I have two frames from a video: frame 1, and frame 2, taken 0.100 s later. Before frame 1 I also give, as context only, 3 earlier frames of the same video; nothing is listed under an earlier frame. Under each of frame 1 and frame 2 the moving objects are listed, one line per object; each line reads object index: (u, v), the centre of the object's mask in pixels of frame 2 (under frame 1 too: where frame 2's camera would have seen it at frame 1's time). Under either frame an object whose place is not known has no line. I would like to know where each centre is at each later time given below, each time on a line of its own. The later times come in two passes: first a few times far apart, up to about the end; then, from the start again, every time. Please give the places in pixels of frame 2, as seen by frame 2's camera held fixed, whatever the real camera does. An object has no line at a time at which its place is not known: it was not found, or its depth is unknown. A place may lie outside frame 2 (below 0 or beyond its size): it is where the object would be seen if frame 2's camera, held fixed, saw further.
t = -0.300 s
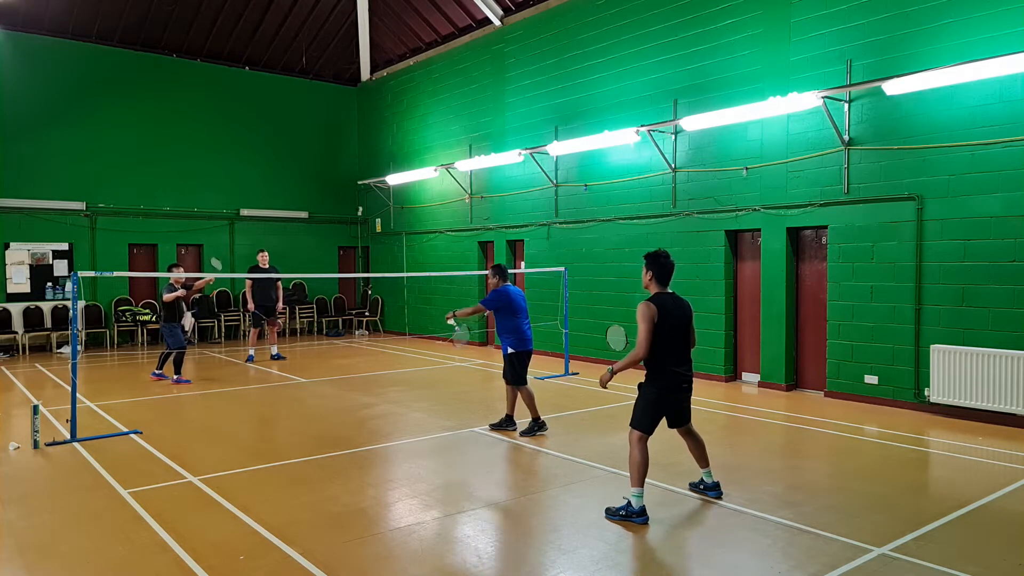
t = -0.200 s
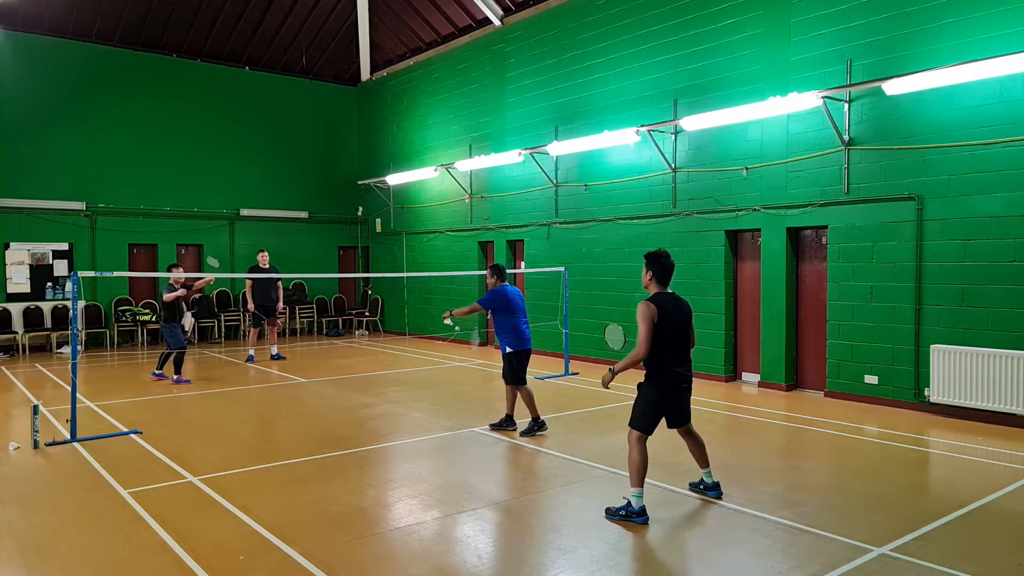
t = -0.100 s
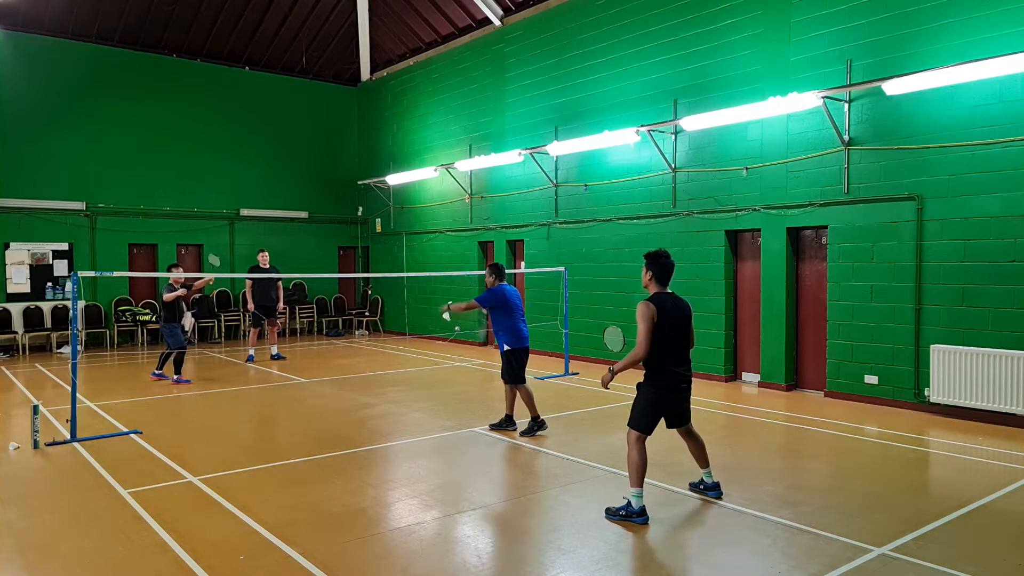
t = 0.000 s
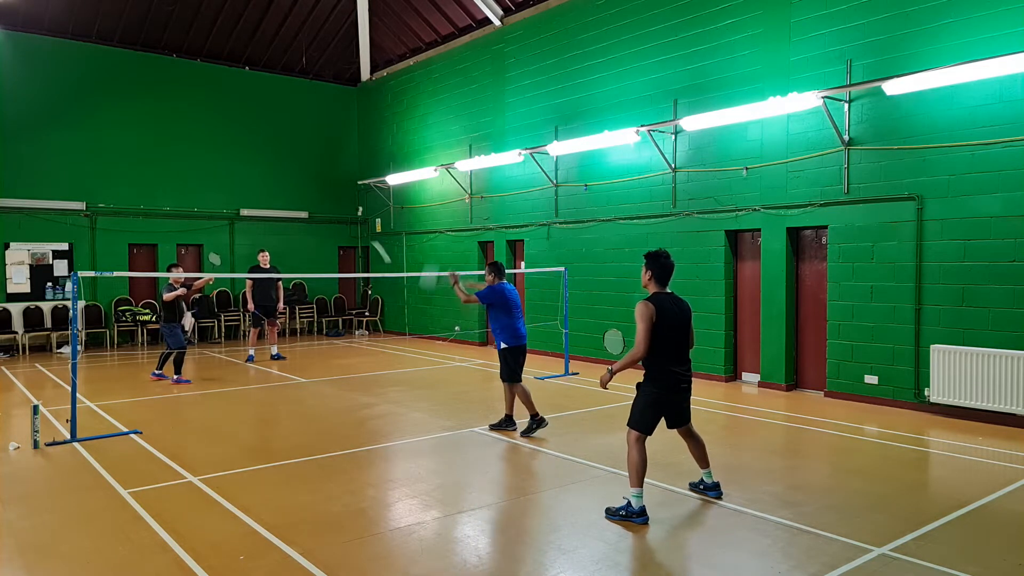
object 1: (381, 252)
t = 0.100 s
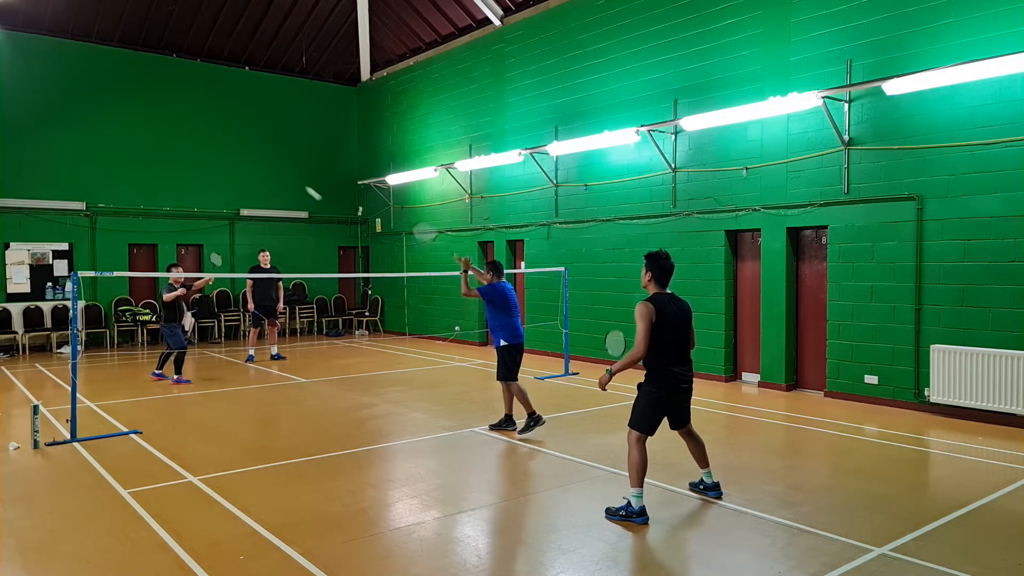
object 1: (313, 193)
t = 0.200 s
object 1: (268, 160)
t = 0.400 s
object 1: (208, 136)
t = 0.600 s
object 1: (170, 145)
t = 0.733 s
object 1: (151, 164)
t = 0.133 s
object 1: (296, 180)
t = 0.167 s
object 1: (281, 169)
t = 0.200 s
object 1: (268, 160)
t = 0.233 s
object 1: (255, 153)
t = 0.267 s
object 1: (245, 147)
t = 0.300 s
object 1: (234, 143)
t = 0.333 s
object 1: (225, 140)
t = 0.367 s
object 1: (216, 138)
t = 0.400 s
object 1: (208, 136)
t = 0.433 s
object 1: (201, 136)
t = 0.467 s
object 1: (194, 136)
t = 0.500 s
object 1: (187, 137)
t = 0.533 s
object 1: (181, 139)
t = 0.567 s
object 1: (175, 142)
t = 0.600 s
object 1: (170, 145)
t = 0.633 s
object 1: (165, 149)
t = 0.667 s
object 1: (160, 153)
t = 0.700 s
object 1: (155, 158)
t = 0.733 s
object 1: (151, 164)
